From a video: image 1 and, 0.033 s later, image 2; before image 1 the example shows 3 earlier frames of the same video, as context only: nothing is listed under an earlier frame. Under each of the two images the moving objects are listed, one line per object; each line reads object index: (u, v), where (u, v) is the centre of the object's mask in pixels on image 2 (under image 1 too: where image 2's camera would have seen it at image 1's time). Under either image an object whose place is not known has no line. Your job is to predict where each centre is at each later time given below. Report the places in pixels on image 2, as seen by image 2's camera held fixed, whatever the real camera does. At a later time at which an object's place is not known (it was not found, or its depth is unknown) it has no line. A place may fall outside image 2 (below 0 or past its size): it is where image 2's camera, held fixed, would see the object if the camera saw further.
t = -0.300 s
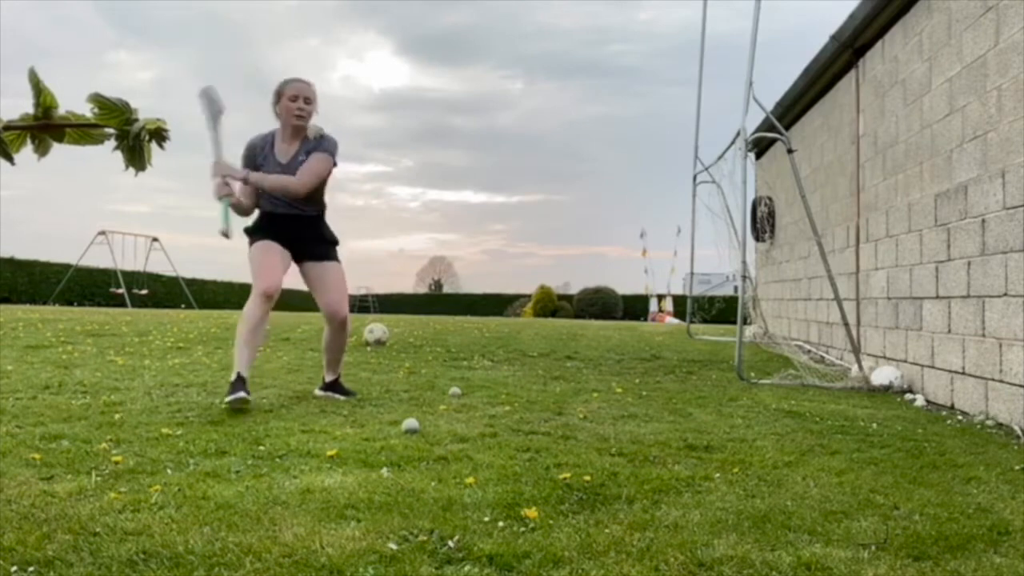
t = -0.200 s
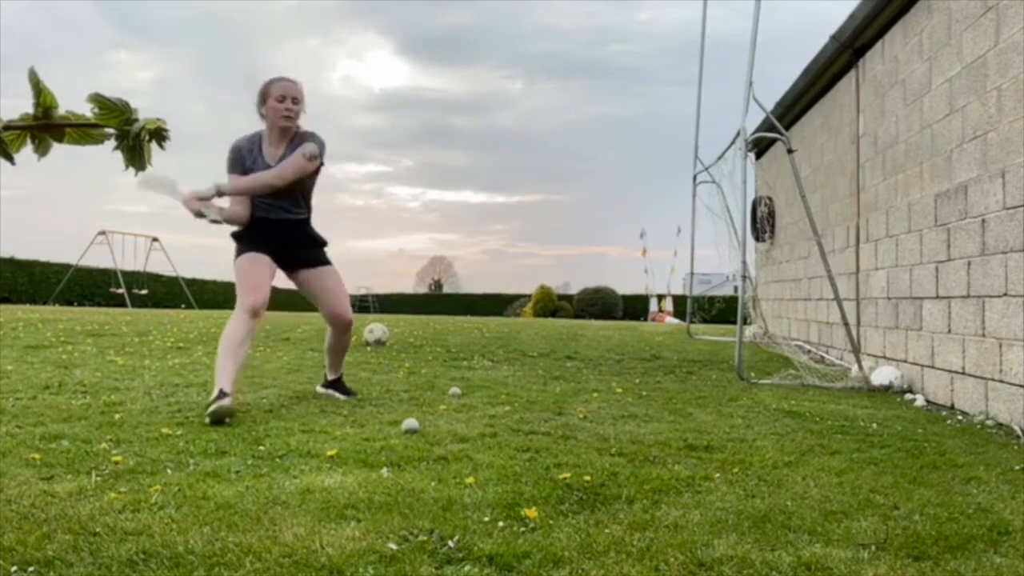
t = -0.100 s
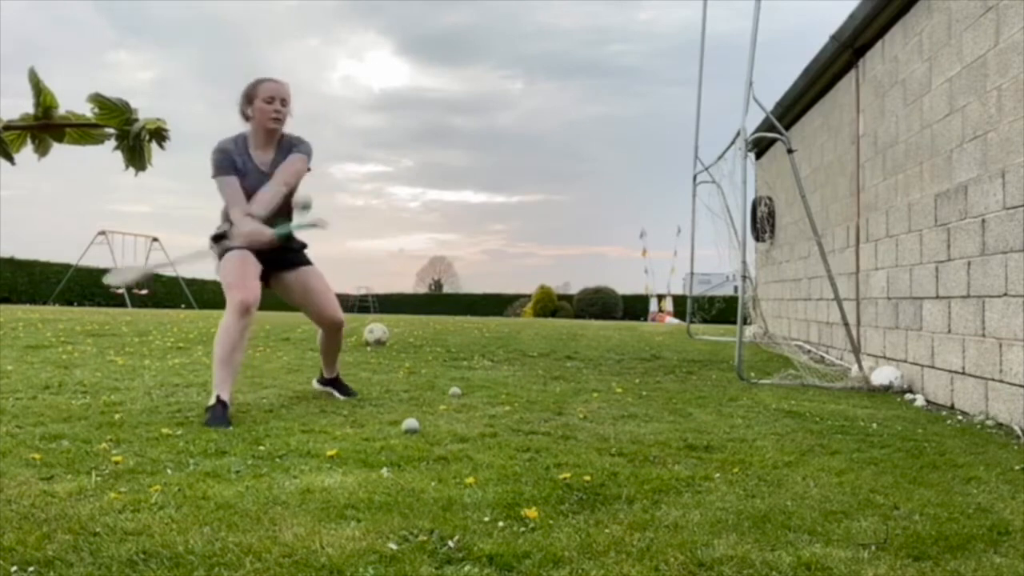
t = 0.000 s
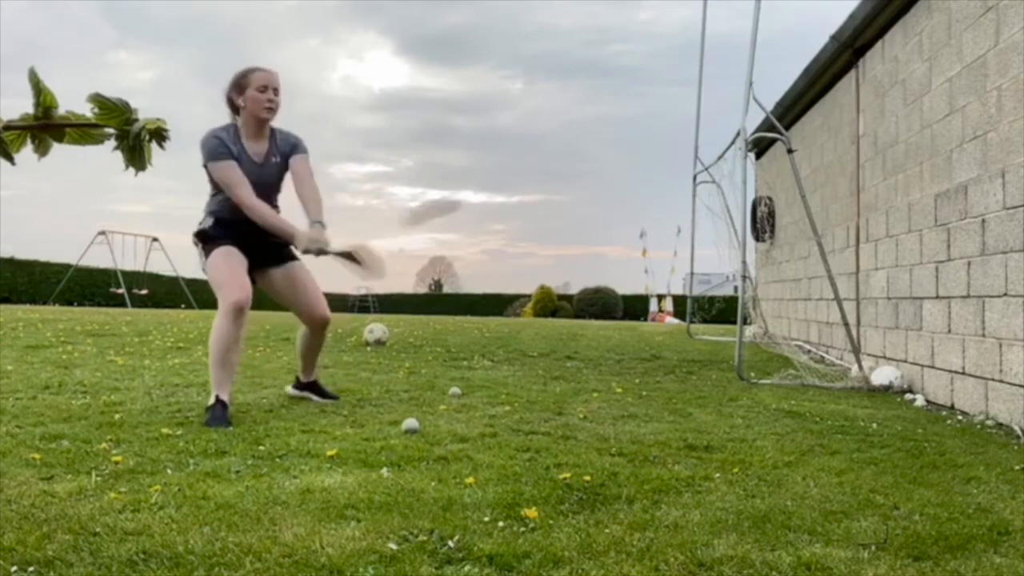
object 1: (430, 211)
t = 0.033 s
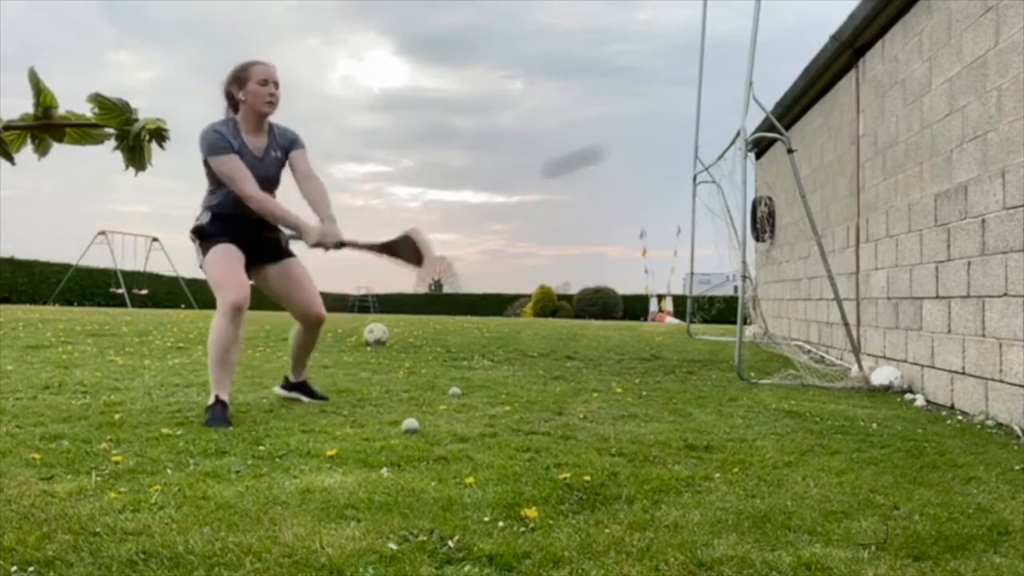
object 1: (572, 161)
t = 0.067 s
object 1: (713, 116)
